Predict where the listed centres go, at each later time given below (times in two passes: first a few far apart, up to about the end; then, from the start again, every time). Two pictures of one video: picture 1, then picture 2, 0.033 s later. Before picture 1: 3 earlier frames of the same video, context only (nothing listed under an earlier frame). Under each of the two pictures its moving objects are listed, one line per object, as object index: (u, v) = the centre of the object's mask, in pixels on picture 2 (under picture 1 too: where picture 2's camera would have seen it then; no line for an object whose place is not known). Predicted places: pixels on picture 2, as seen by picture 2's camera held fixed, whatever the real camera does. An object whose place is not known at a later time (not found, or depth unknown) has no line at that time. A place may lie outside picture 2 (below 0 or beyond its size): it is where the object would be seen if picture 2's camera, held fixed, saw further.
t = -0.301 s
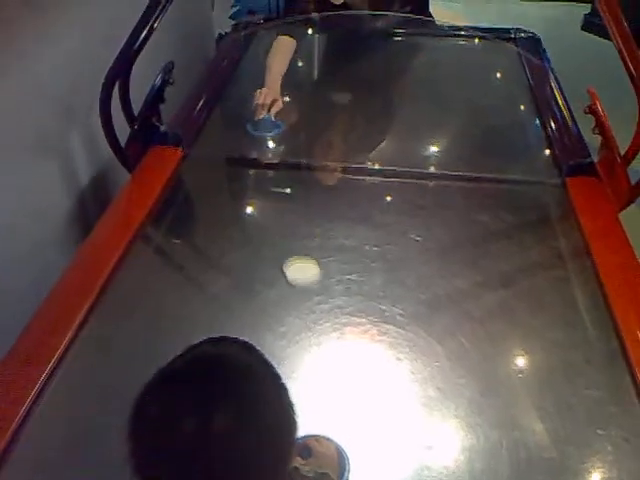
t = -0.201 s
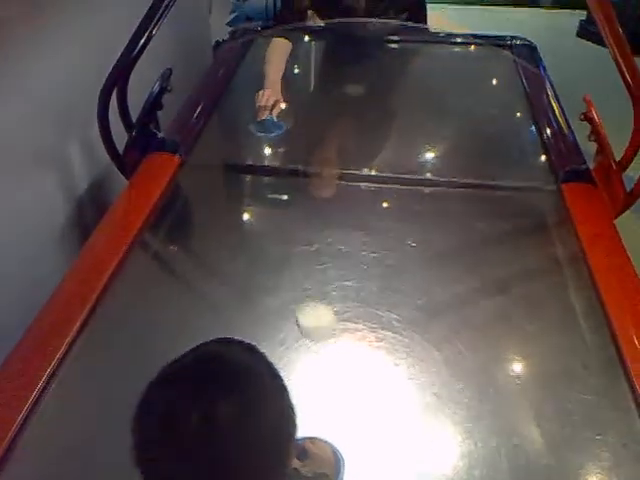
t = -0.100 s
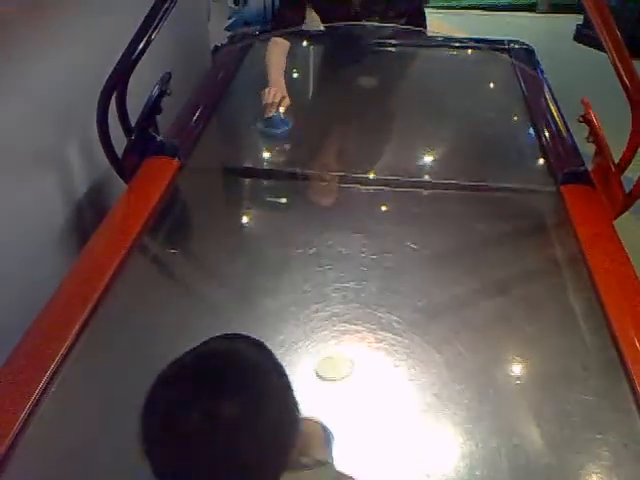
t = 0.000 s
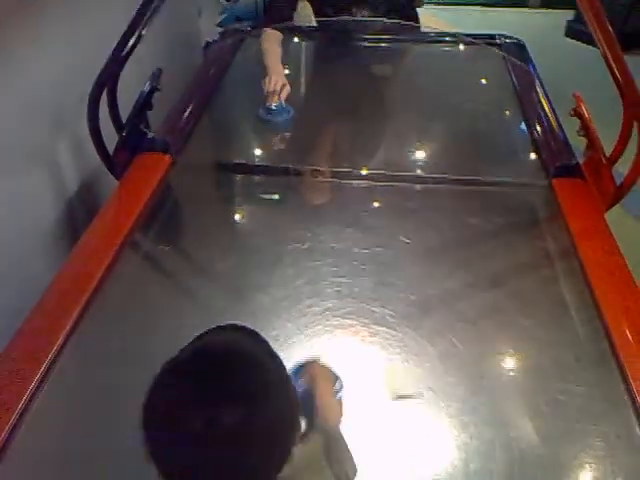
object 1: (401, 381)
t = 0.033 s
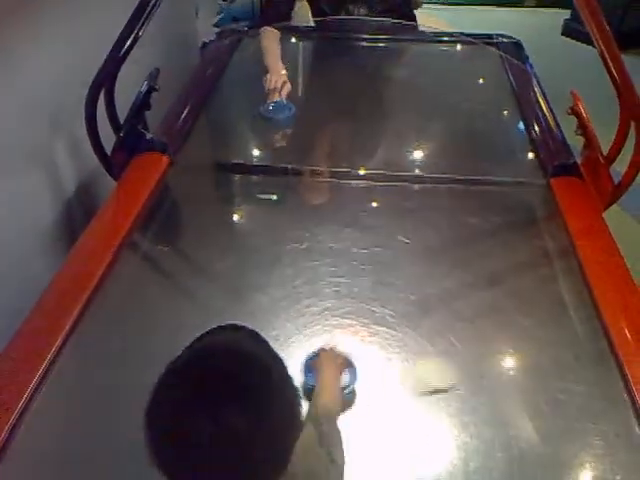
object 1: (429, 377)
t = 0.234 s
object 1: (588, 337)
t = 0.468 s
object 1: (450, 285)
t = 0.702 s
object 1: (335, 243)
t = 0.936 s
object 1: (239, 206)
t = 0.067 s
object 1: (465, 369)
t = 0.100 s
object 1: (498, 363)
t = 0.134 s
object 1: (532, 358)
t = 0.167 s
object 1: (565, 352)
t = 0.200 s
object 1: (591, 346)
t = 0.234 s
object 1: (588, 337)
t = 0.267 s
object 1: (570, 330)
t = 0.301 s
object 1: (549, 322)
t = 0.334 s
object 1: (527, 314)
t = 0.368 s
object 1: (507, 307)
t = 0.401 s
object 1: (488, 299)
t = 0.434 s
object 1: (468, 292)
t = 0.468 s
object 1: (450, 285)
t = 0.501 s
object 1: (432, 279)
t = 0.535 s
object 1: (414, 272)
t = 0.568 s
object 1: (398, 266)
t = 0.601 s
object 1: (382, 259)
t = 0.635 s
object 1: (366, 253)
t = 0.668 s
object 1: (350, 248)
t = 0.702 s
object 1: (335, 243)
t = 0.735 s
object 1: (321, 237)
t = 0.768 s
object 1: (306, 231)
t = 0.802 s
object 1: (293, 226)
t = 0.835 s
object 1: (279, 221)
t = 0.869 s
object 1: (265, 216)
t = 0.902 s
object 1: (251, 211)
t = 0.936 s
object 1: (239, 206)
